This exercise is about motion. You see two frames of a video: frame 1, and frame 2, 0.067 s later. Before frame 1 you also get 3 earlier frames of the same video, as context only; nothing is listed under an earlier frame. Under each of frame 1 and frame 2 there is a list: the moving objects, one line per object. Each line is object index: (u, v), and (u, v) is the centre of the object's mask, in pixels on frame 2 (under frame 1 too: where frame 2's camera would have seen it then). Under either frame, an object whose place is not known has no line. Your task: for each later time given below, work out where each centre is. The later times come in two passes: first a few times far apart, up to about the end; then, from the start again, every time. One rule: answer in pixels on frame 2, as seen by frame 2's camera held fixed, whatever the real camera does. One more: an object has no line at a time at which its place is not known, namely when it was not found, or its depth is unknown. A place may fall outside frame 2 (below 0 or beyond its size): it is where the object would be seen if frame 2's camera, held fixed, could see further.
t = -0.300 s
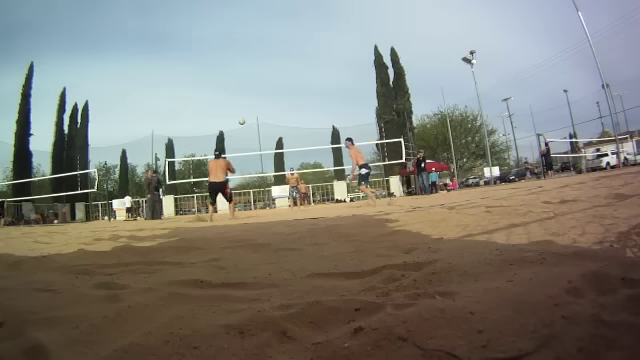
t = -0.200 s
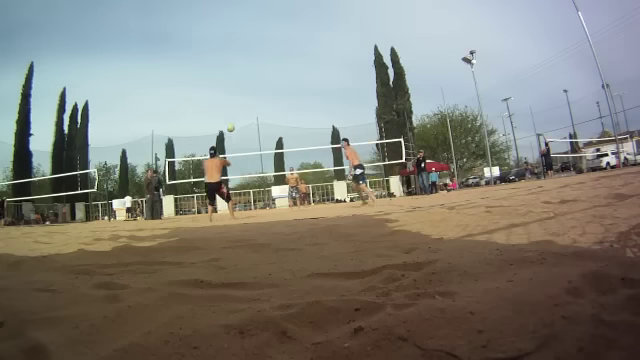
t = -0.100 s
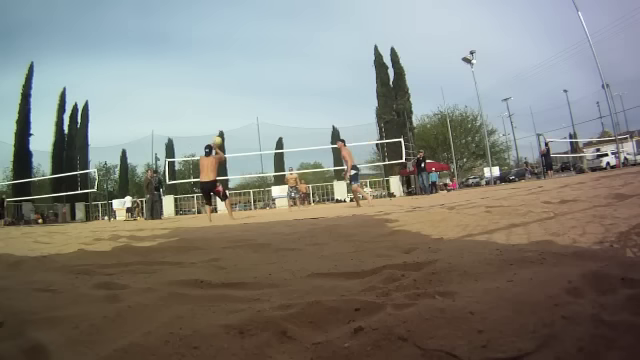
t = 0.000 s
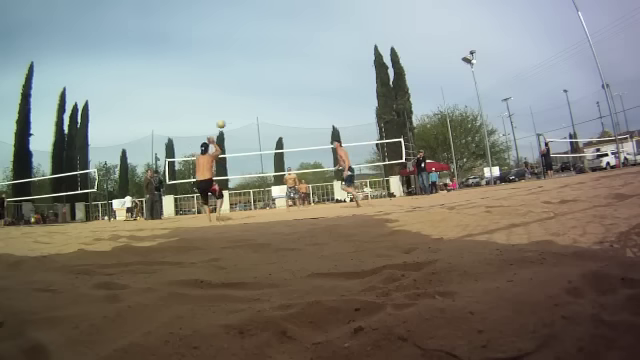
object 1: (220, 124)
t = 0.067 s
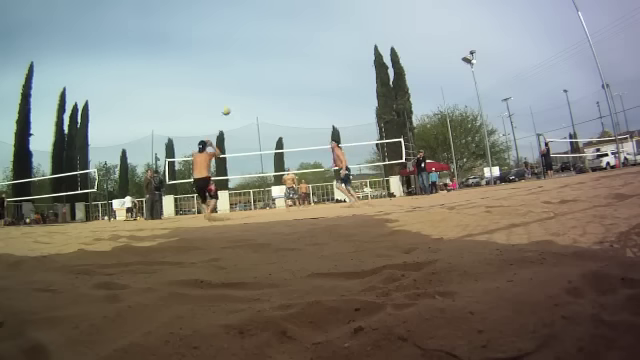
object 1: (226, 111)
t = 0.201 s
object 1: (235, 92)
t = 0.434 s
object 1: (250, 79)
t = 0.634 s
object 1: (262, 82)
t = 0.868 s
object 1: (275, 99)
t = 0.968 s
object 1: (281, 111)
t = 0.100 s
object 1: (228, 105)
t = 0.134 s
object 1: (230, 100)
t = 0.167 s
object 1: (233, 98)
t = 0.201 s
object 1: (235, 92)
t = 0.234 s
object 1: (237, 89)
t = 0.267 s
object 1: (239, 86)
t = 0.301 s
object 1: (241, 84)
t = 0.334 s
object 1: (243, 82)
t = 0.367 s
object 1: (246, 81)
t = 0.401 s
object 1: (248, 80)
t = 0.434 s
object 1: (250, 79)
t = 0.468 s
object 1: (252, 78)
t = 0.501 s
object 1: (254, 78)
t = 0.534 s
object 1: (256, 79)
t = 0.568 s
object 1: (258, 80)
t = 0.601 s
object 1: (260, 81)
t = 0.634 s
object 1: (262, 82)
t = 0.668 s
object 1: (264, 83)
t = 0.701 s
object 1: (265, 85)
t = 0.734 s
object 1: (267, 87)
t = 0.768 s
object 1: (270, 90)
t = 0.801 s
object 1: (272, 93)
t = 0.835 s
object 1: (274, 96)
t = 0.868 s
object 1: (275, 99)
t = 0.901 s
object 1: (278, 103)
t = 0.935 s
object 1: (279, 107)
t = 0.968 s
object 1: (281, 111)
